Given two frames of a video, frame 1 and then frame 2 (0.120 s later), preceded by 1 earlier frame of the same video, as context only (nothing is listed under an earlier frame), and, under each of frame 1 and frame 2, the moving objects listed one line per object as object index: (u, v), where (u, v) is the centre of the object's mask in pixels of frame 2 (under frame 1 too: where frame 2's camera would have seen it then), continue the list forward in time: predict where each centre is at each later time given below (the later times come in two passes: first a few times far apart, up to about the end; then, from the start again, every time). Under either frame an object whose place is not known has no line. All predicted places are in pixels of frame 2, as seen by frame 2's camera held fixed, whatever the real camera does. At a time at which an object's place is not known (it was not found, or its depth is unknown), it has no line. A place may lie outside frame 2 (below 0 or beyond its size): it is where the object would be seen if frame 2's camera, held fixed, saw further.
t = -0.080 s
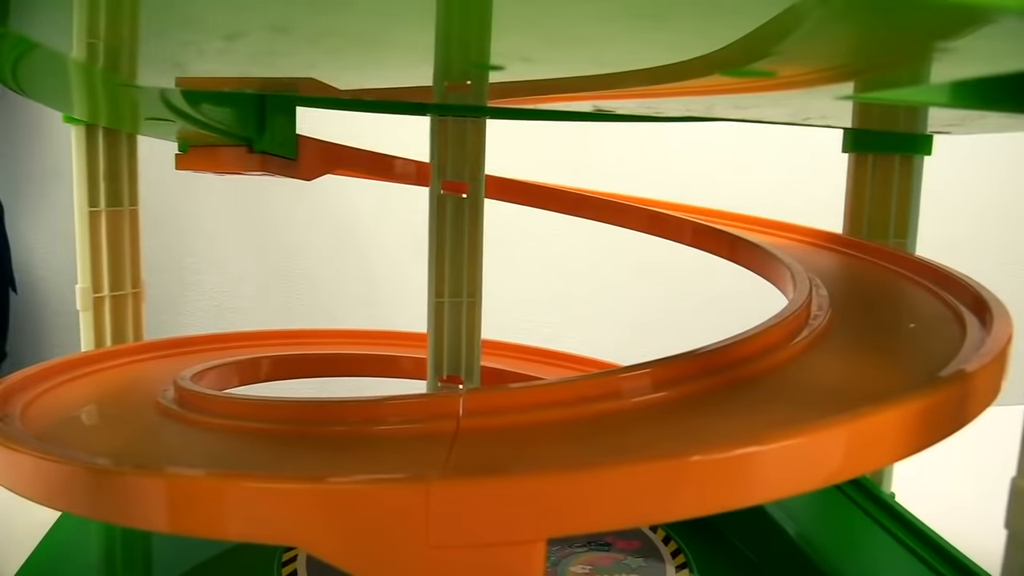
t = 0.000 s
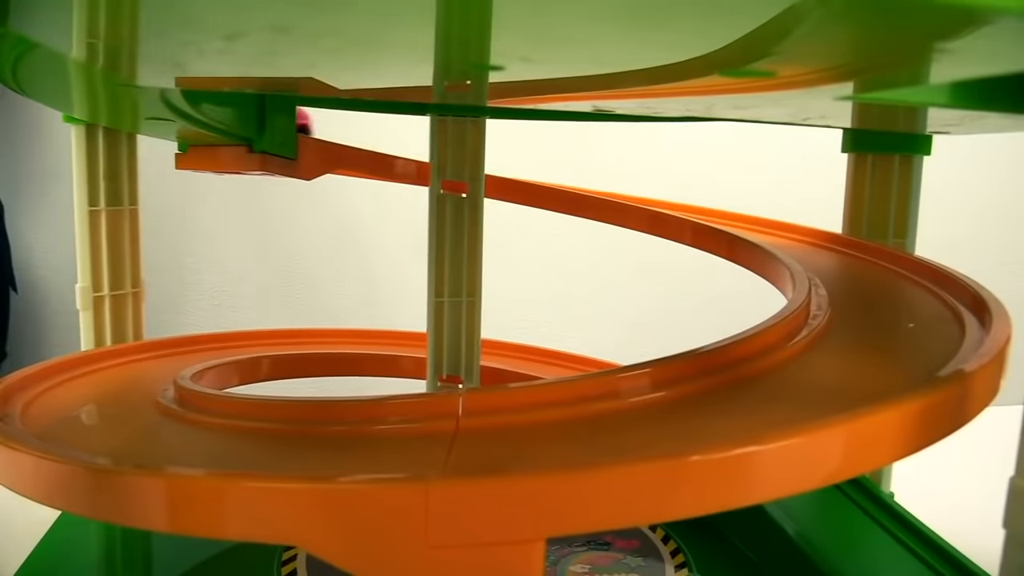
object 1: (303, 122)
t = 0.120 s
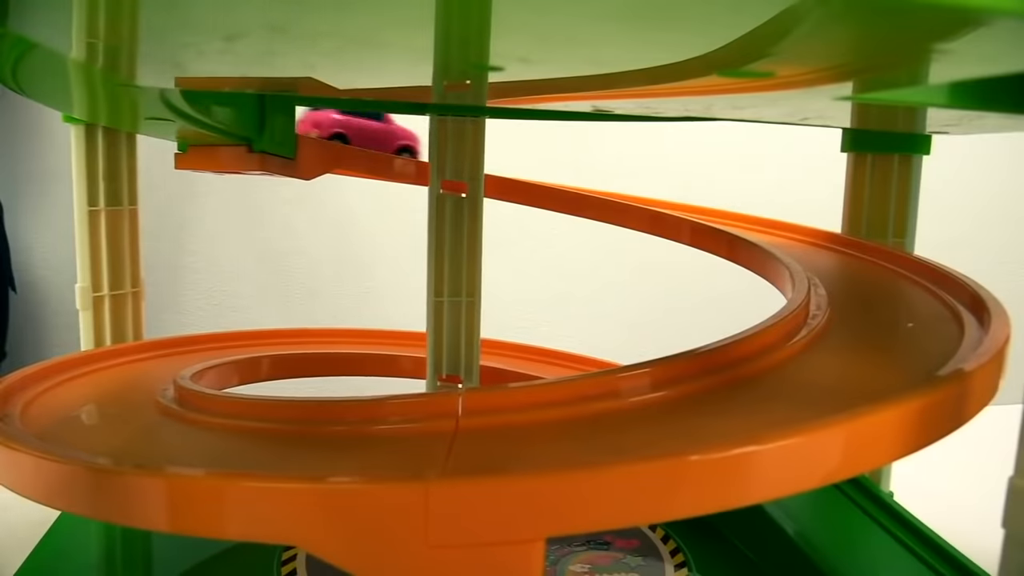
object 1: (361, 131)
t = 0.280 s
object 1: (519, 156)
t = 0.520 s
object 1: (705, 192)
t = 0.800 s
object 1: (870, 241)
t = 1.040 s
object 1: (876, 300)
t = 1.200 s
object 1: (766, 343)
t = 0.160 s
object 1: (386, 134)
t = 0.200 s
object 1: (405, 137)
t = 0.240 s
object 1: (503, 158)
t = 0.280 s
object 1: (519, 156)
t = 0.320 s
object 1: (541, 160)
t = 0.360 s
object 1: (576, 167)
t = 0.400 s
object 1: (609, 173)
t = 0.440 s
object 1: (642, 179)
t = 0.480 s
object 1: (674, 185)
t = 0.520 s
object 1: (705, 192)
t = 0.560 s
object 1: (735, 198)
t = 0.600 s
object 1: (763, 204)
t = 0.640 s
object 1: (790, 211)
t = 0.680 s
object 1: (814, 218)
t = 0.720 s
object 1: (835, 224)
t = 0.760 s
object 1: (854, 233)
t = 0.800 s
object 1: (870, 241)
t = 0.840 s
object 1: (883, 250)
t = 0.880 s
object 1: (892, 259)
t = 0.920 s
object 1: (898, 269)
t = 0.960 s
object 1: (897, 280)
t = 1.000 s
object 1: (888, 290)
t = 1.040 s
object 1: (876, 300)
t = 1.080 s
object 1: (859, 311)
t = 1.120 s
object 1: (835, 321)
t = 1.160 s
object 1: (804, 332)
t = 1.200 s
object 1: (766, 343)
